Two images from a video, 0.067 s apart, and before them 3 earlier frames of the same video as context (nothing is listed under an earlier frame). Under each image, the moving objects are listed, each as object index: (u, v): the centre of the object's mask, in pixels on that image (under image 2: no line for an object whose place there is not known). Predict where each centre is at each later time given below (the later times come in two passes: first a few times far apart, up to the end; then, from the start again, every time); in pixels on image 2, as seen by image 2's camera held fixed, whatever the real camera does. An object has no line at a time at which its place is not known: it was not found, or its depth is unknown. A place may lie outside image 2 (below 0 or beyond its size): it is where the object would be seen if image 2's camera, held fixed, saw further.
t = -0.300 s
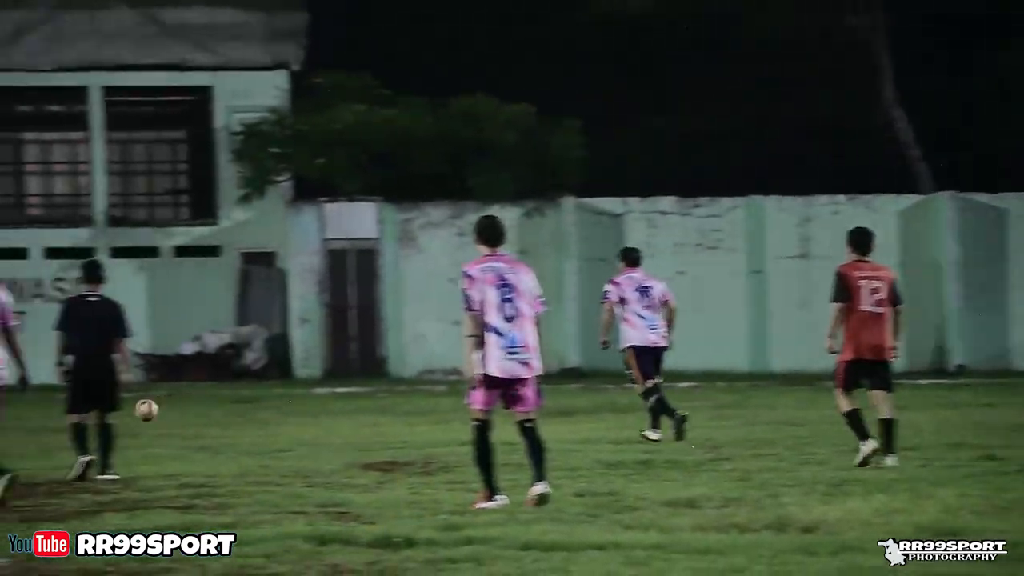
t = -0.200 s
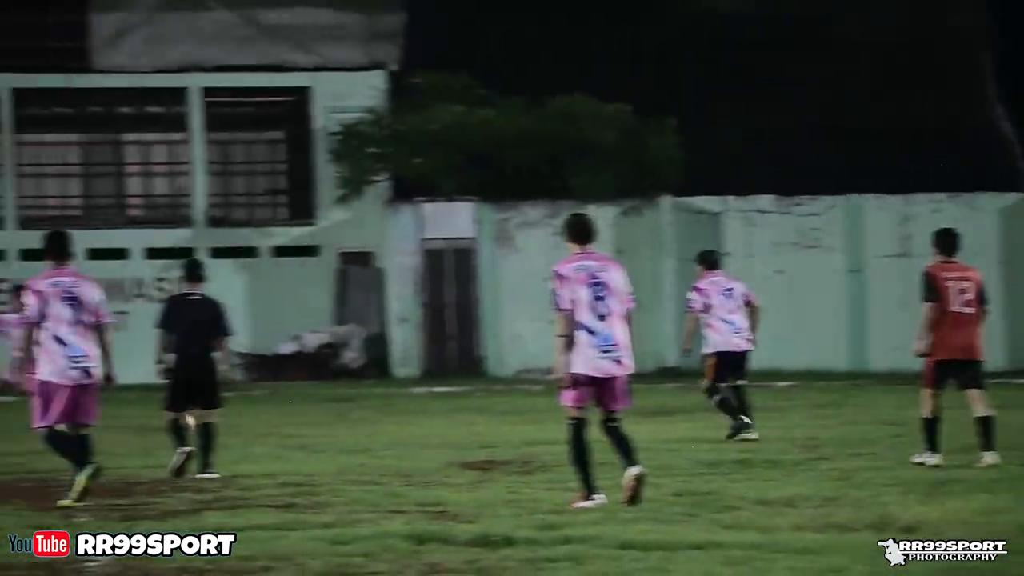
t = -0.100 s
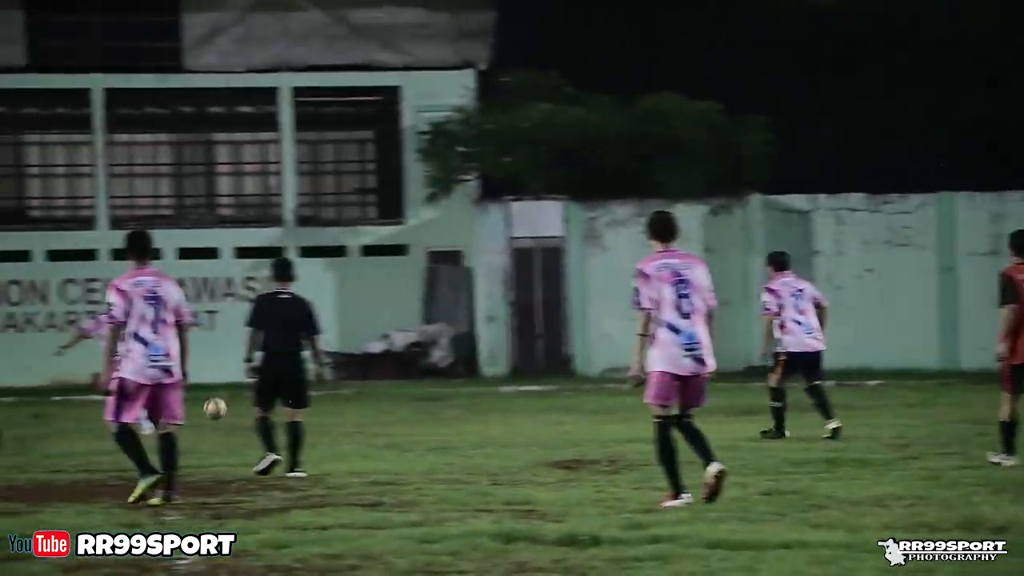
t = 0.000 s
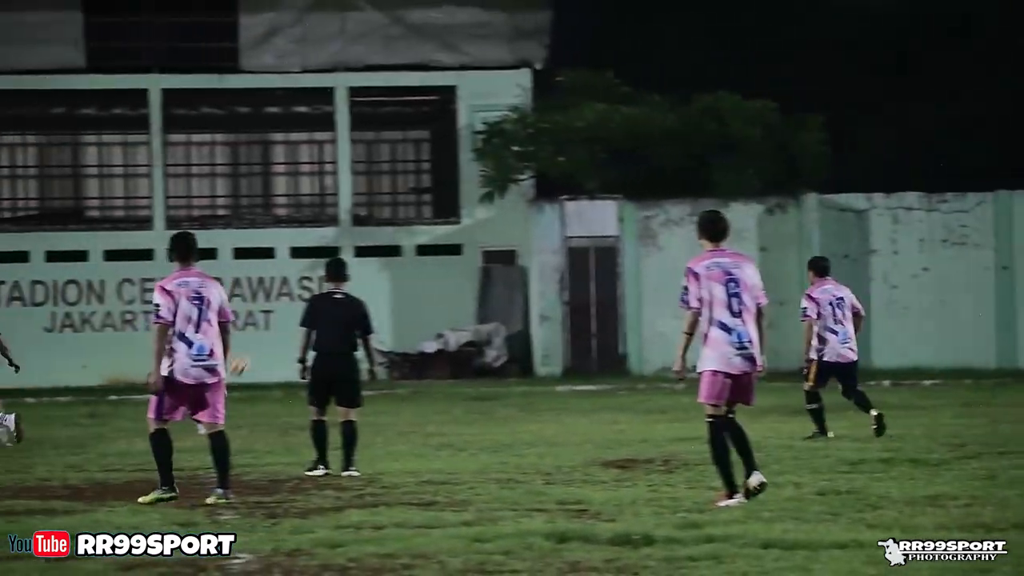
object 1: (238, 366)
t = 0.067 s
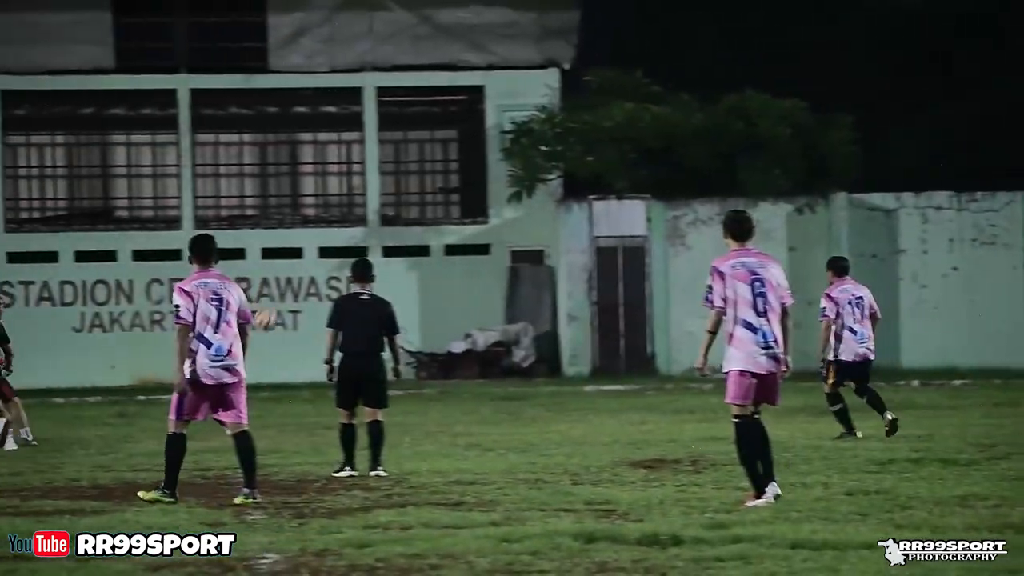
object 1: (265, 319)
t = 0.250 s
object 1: (261, 214)
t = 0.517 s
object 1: (256, 115)
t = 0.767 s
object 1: (253, 87)
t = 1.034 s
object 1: (251, 127)
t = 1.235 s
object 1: (252, 207)
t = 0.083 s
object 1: (263, 309)
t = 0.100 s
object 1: (265, 296)
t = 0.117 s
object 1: (262, 288)
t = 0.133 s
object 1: (265, 276)
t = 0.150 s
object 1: (264, 266)
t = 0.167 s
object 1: (263, 257)
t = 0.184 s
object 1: (262, 248)
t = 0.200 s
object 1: (262, 239)
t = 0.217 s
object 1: (262, 229)
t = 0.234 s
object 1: (261, 221)
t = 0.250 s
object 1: (261, 214)
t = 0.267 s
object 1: (261, 204)
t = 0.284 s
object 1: (261, 196)
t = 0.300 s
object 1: (260, 190)
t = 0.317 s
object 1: (259, 182)
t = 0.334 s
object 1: (259, 176)
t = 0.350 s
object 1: (259, 169)
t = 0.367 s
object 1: (259, 161)
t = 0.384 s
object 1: (259, 155)
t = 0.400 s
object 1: (258, 149)
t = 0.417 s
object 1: (258, 143)
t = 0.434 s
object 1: (258, 139)
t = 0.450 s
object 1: (257, 133)
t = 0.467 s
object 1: (257, 129)
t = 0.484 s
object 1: (257, 124)
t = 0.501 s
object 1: (257, 119)
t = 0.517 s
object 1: (256, 115)
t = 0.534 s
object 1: (256, 111)
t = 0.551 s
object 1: (256, 108)
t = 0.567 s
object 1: (256, 105)
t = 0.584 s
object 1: (255, 102)
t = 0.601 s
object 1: (255, 100)
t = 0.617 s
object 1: (255, 97)
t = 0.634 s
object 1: (255, 95)
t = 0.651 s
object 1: (255, 93)
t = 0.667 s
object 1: (255, 91)
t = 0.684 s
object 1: (254, 90)
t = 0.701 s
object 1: (254, 89)
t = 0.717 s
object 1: (254, 89)
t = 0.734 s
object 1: (254, 87)
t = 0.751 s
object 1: (254, 88)
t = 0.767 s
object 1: (253, 87)
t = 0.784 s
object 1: (253, 87)
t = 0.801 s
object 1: (253, 88)
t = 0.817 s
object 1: (253, 89)
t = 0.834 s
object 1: (252, 91)
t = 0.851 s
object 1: (253, 92)
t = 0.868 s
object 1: (253, 94)
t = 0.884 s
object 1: (252, 96)
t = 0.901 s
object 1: (252, 98)
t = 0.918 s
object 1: (252, 100)
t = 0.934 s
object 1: (252, 103)
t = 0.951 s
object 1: (252, 107)
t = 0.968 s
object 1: (251, 110)
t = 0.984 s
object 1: (251, 114)
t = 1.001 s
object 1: (251, 118)
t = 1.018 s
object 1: (251, 123)
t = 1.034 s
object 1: (251, 127)
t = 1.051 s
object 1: (251, 132)
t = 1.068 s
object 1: (251, 137)
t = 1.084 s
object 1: (251, 143)
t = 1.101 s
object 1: (251, 150)
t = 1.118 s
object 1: (251, 155)
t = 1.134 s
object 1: (251, 162)
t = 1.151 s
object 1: (251, 169)
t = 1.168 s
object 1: (251, 175)
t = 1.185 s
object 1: (251, 183)
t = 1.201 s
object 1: (251, 189)
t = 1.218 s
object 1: (251, 199)
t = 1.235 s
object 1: (252, 207)
